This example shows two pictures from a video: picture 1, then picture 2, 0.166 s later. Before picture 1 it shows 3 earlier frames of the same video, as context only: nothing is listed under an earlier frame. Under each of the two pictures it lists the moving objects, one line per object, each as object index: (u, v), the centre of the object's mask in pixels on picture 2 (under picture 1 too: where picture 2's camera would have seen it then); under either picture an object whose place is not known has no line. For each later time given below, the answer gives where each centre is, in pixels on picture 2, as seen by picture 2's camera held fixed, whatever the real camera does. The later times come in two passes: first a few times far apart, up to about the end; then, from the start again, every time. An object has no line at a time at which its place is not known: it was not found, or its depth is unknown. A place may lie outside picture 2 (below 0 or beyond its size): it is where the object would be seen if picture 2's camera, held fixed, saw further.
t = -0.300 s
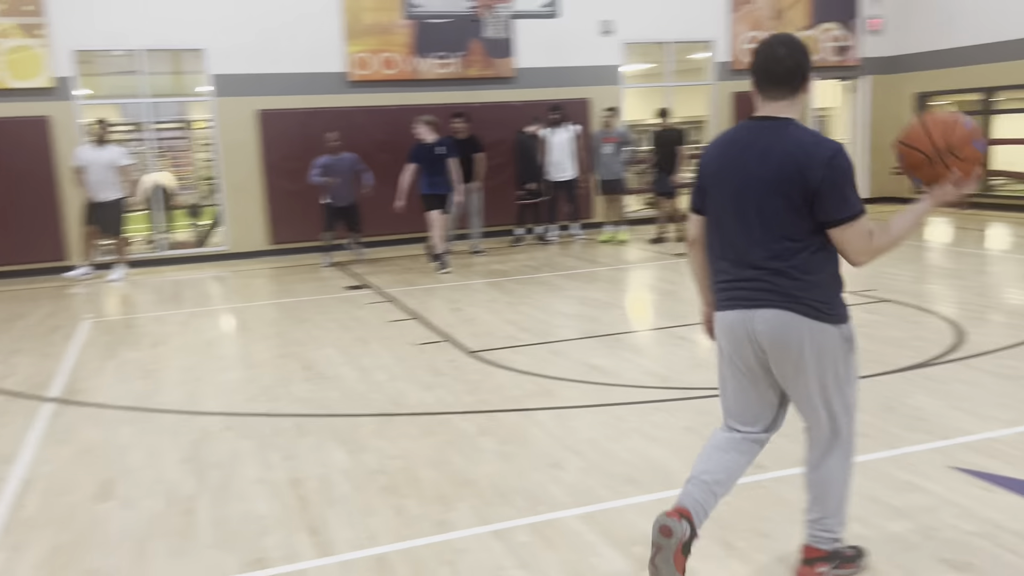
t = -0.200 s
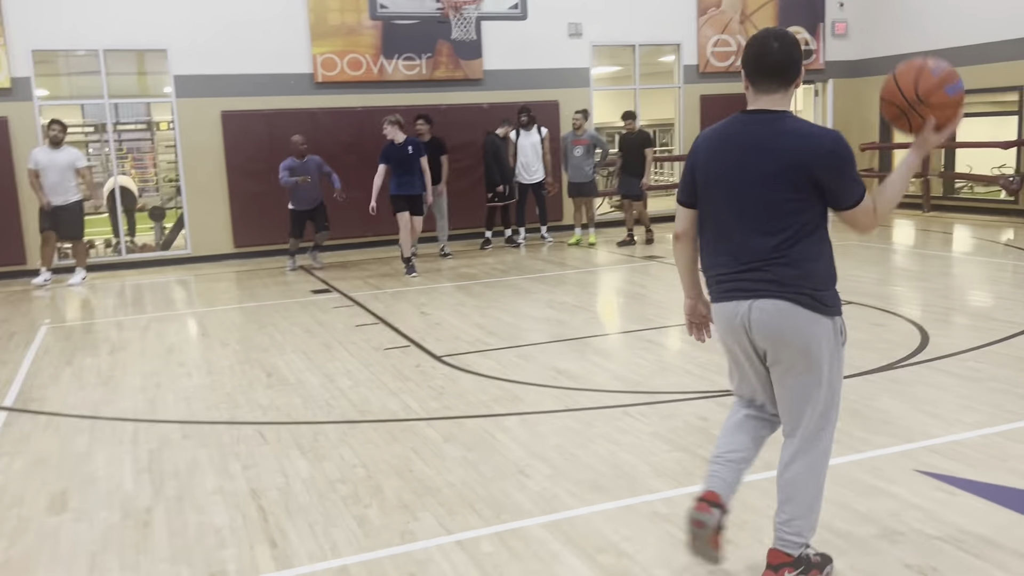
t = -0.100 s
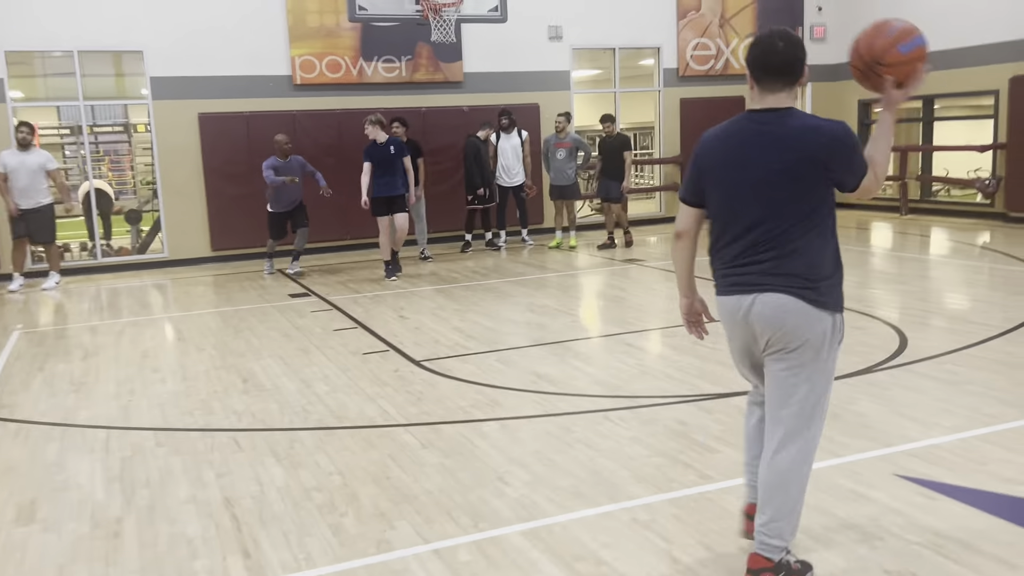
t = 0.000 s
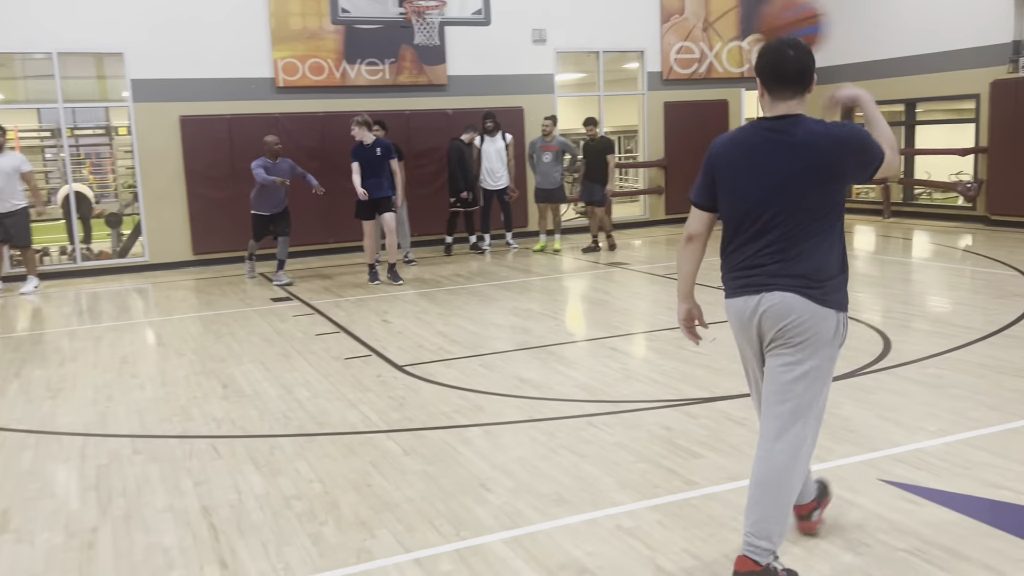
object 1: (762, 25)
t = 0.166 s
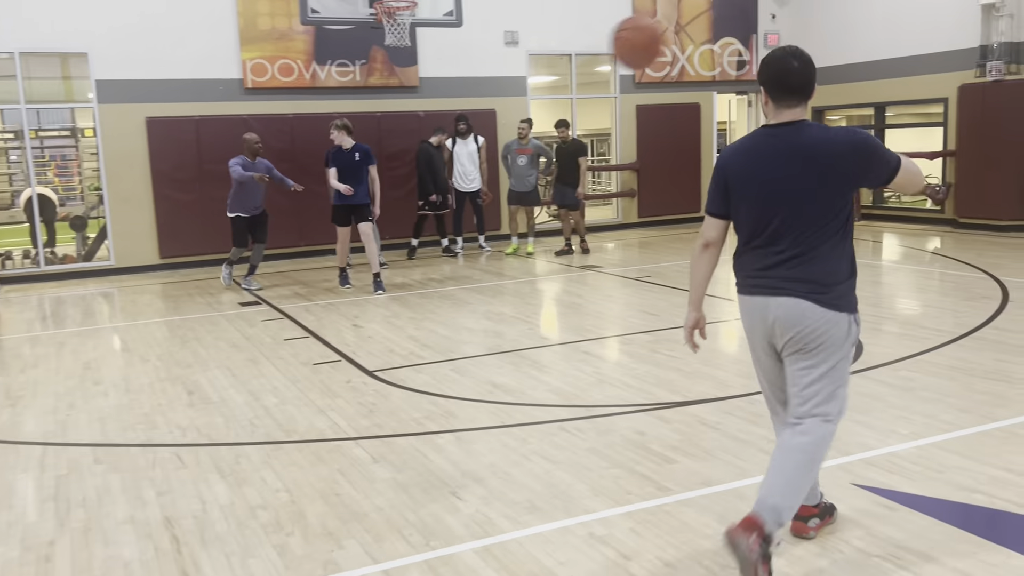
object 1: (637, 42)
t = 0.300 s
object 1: (569, 88)
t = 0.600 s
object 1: (473, 249)
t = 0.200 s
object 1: (617, 51)
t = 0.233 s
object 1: (599, 62)
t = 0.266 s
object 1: (583, 74)
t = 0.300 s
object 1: (569, 88)
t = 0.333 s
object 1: (554, 101)
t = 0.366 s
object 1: (539, 118)
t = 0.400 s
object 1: (527, 136)
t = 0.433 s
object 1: (518, 153)
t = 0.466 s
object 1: (506, 169)
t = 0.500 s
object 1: (498, 190)
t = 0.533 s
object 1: (489, 210)
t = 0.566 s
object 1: (482, 227)
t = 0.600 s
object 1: (473, 249)
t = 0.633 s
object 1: (466, 270)
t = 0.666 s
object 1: (458, 291)
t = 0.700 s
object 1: (451, 310)
